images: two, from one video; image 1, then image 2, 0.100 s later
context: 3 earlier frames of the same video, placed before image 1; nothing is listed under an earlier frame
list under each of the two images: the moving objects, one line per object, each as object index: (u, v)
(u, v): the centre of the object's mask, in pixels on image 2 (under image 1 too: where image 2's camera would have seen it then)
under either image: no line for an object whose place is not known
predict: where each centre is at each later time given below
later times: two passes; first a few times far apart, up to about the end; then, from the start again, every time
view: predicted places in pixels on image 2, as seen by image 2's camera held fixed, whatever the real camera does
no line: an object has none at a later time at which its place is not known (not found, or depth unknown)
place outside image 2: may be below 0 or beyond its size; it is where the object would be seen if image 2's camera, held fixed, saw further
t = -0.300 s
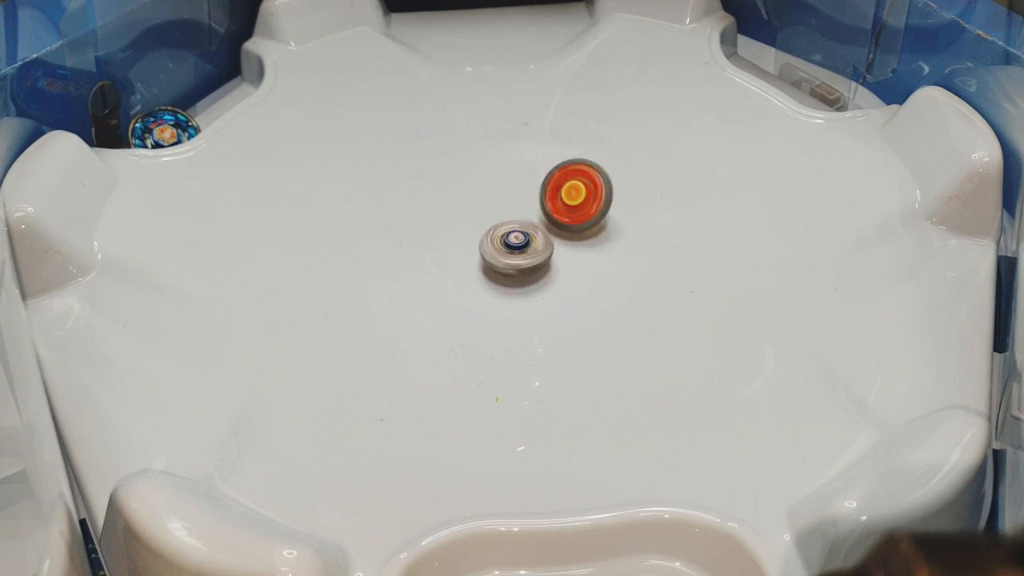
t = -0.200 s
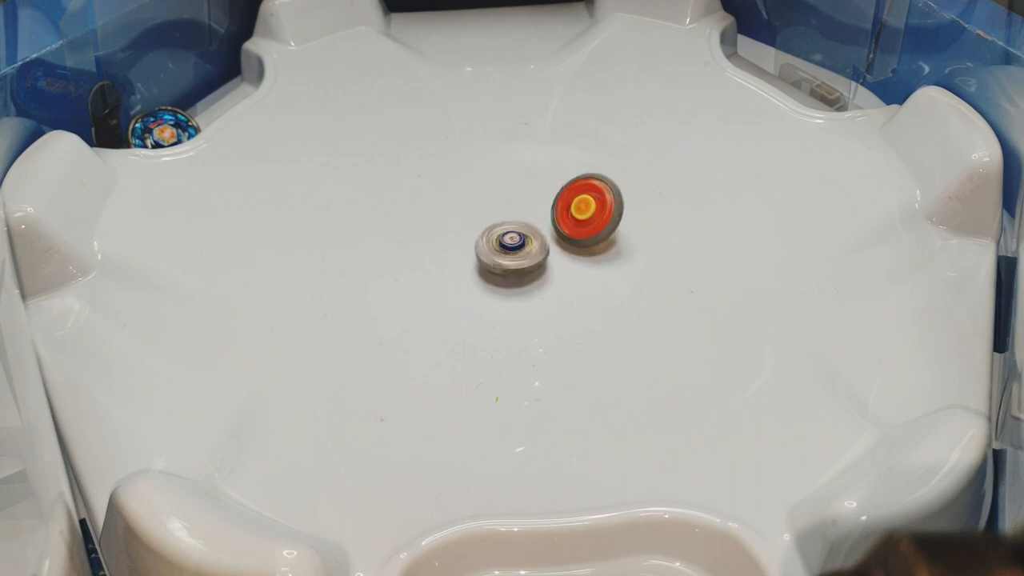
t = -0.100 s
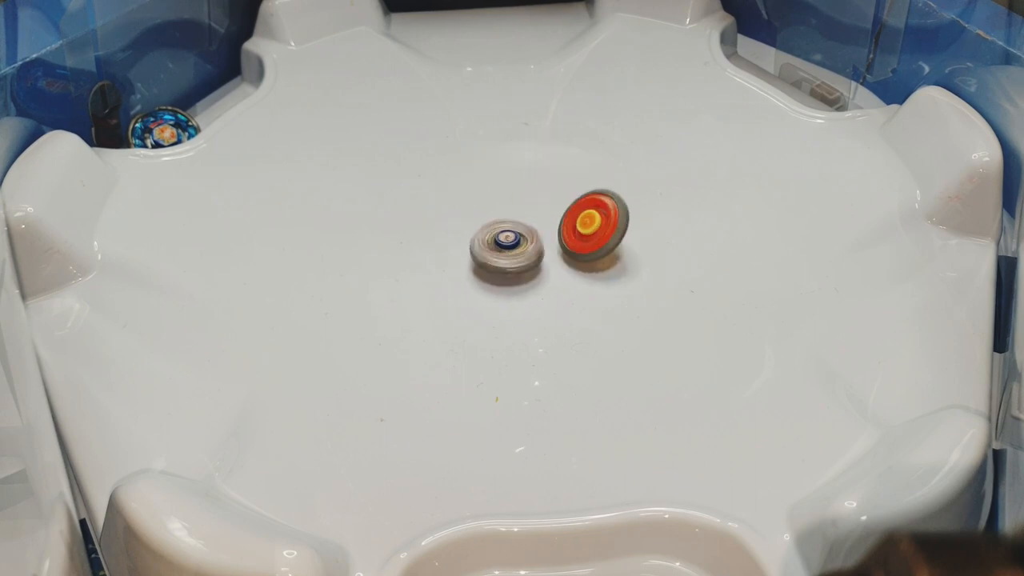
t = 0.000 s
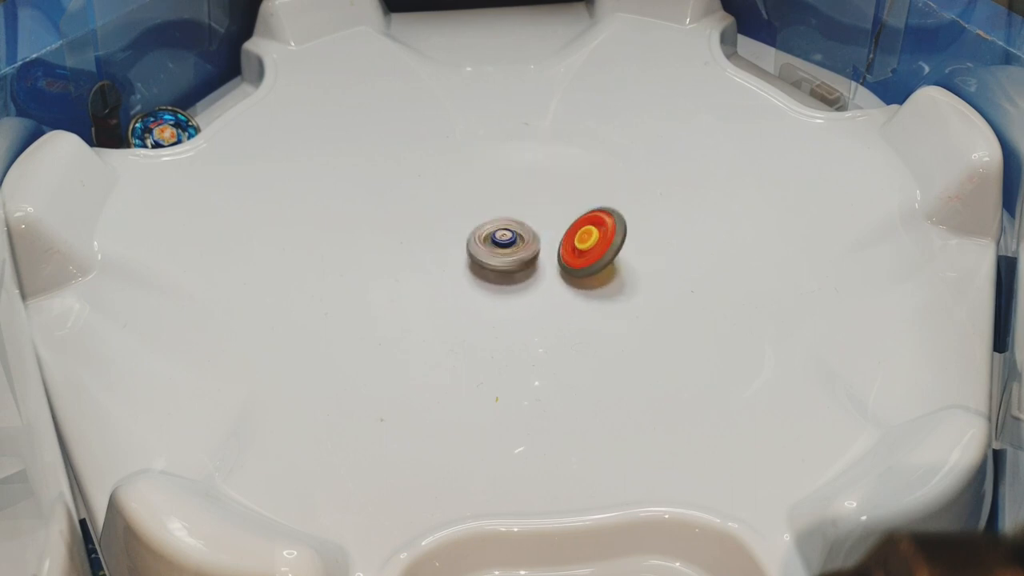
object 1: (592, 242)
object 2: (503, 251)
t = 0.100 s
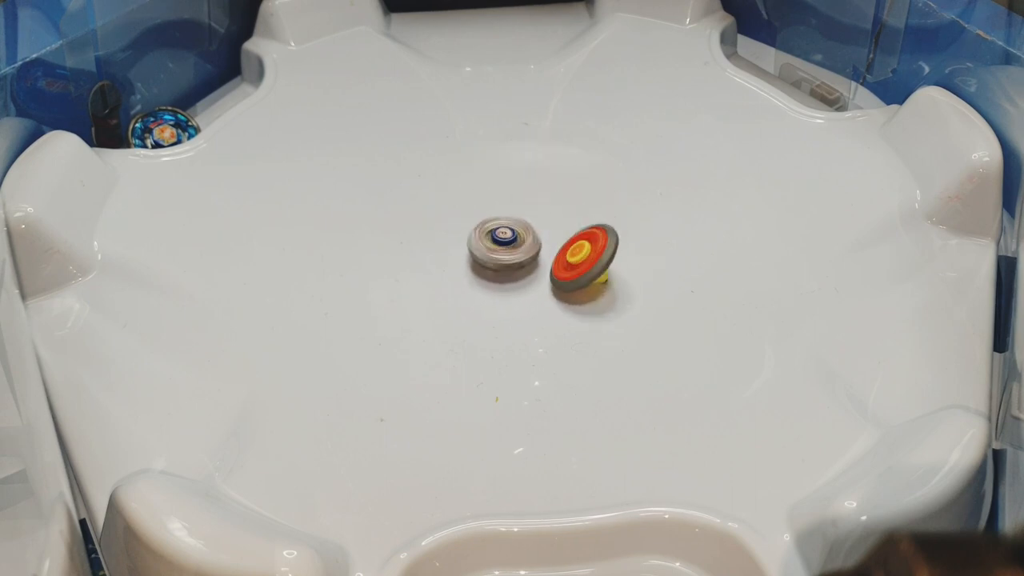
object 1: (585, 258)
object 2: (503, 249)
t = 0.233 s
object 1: (564, 278)
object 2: (510, 246)
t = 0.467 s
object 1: (509, 297)
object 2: (525, 243)
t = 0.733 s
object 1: (452, 274)
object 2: (524, 243)
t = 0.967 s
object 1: (435, 239)
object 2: (511, 247)
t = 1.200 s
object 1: (451, 203)
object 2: (526, 250)
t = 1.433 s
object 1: (495, 189)
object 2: (509, 256)
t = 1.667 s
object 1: (545, 179)
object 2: (485, 270)
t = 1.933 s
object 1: (580, 218)
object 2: (472, 273)
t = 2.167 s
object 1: (570, 254)
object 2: (500, 258)
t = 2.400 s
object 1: (561, 302)
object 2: (486, 222)
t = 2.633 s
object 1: (494, 298)
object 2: (528, 230)
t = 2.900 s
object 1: (443, 255)
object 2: (522, 266)
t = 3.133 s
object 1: (427, 208)
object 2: (541, 283)
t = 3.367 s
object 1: (477, 185)
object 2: (544, 279)
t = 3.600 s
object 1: (539, 188)
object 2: (532, 256)
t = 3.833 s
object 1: (602, 201)
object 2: (496, 256)
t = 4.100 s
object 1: (596, 251)
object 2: (479, 241)
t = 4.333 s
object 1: (527, 294)
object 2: (512, 238)
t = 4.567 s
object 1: (524, 280)
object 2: (523, 240)
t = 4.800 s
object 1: (552, 273)
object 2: (503, 228)
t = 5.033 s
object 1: (531, 285)
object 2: (519, 232)
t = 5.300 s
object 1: (482, 287)
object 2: (528, 237)
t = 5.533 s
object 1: (448, 281)
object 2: (549, 223)
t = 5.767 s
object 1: (481, 266)
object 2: (544, 241)
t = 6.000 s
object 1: (505, 276)
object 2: (519, 234)
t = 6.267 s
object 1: (532, 284)
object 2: (478, 246)
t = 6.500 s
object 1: (531, 284)
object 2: (484, 244)
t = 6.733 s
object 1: (528, 280)
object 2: (511, 236)
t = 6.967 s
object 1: (533, 278)
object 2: (553, 234)
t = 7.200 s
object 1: (504, 289)
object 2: (588, 230)
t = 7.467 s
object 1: (510, 273)
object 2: (565, 245)
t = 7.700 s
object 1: (491, 283)
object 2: (532, 232)
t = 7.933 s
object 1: (518, 275)
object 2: (487, 240)
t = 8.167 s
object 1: (562, 280)
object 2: (469, 259)
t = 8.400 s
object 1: (565, 280)
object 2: (492, 270)
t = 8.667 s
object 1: (561, 271)
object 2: (503, 241)
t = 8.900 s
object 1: (565, 256)
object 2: (493, 224)
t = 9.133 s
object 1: (579, 245)
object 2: (481, 230)
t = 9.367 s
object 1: (579, 245)
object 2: (495, 250)
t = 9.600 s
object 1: (582, 244)
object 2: (506, 252)
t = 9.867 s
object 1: (582, 239)
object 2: (509, 238)
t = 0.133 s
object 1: (580, 265)
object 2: (504, 248)
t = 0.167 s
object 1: (576, 269)
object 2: (506, 248)
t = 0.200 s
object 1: (569, 274)
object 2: (508, 247)
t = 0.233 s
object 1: (564, 278)
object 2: (510, 246)
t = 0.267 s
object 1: (552, 284)
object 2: (514, 246)
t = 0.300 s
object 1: (549, 285)
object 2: (515, 245)
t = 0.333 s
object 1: (543, 287)
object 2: (517, 245)
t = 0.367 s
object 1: (533, 289)
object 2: (520, 246)
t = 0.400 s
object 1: (527, 291)
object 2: (521, 247)
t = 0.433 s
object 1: (521, 294)
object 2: (524, 246)
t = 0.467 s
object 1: (509, 297)
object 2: (525, 243)
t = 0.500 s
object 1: (502, 297)
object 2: (526, 243)
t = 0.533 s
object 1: (491, 296)
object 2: (526, 242)
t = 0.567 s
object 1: (484, 294)
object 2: (527, 241)
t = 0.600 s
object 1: (477, 291)
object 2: (527, 240)
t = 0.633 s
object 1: (469, 287)
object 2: (527, 241)
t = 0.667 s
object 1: (463, 284)
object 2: (526, 241)
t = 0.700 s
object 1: (456, 278)
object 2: (525, 242)
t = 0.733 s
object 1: (452, 274)
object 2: (524, 243)
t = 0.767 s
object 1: (448, 270)
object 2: (522, 244)
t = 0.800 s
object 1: (443, 265)
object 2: (520, 246)
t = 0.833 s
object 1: (440, 260)
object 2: (519, 247)
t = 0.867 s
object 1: (438, 254)
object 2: (516, 247)
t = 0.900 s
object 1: (437, 249)
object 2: (515, 248)
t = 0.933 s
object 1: (436, 245)
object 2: (513, 248)
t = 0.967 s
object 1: (435, 239)
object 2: (511, 247)
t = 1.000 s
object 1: (435, 234)
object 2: (509, 247)
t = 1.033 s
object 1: (434, 227)
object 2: (513, 247)
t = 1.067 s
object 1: (435, 222)
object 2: (516, 246)
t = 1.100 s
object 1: (441, 214)
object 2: (522, 247)
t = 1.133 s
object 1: (442, 212)
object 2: (523, 247)
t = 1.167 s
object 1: (446, 208)
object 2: (524, 248)
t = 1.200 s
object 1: (451, 203)
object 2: (526, 250)
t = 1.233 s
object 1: (455, 200)
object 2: (527, 251)
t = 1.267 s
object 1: (459, 198)
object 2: (526, 253)
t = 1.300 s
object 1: (467, 195)
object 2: (523, 255)
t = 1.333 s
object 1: (473, 193)
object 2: (520, 256)
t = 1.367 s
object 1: (483, 192)
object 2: (516, 257)
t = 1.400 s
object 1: (489, 190)
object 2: (512, 256)
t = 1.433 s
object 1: (495, 189)
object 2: (509, 256)
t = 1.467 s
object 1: (504, 189)
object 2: (505, 254)
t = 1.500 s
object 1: (511, 188)
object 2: (503, 253)
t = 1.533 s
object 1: (521, 189)
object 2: (500, 250)
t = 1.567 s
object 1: (527, 190)
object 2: (499, 248)
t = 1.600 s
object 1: (532, 181)
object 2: (493, 258)
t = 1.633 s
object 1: (540, 178)
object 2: (488, 267)
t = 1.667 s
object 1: (545, 179)
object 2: (485, 270)
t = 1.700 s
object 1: (553, 182)
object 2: (480, 274)
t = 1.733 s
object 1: (559, 184)
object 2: (477, 275)
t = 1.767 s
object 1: (563, 188)
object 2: (474, 276)
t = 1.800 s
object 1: (569, 194)
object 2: (472, 277)
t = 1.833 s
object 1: (572, 198)
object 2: (471, 277)
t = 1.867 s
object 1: (576, 204)
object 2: (470, 276)
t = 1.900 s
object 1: (578, 208)
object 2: (469, 275)
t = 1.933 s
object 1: (580, 218)
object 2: (472, 273)
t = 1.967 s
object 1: (580, 223)
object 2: (474, 271)
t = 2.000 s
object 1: (579, 229)
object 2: (477, 268)
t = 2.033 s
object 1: (578, 233)
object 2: (481, 266)
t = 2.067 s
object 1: (577, 238)
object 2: (484, 264)
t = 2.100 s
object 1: (576, 243)
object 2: (488, 262)
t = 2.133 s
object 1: (573, 250)
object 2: (495, 260)
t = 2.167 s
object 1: (570, 254)
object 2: (500, 258)
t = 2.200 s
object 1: (581, 263)
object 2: (489, 249)
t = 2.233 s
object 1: (592, 275)
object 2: (480, 243)
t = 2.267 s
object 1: (592, 282)
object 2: (476, 238)
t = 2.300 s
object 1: (585, 290)
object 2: (475, 232)
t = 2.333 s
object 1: (579, 294)
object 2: (477, 228)
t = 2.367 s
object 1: (568, 300)
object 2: (482, 224)
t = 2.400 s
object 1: (561, 302)
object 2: (486, 222)
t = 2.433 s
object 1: (553, 304)
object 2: (490, 220)
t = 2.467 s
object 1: (541, 305)
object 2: (498, 220)
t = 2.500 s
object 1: (532, 305)
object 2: (503, 220)
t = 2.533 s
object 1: (520, 304)
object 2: (512, 221)
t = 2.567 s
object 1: (513, 303)
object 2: (517, 223)
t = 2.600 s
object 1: (505, 301)
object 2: (522, 226)
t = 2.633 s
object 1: (494, 298)
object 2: (528, 230)
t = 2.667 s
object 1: (487, 295)
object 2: (531, 234)
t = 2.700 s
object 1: (477, 290)
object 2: (534, 240)
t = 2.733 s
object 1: (471, 286)
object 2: (535, 244)
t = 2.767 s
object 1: (459, 277)
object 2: (534, 253)
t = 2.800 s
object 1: (457, 274)
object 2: (533, 255)
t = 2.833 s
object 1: (452, 269)
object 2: (530, 258)
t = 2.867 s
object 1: (447, 261)
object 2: (526, 264)
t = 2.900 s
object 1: (443, 255)
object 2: (522, 266)
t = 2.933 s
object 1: (441, 250)
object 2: (518, 268)
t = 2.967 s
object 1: (439, 242)
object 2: (511, 270)
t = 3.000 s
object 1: (433, 232)
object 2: (515, 273)
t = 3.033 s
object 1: (420, 222)
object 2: (528, 278)
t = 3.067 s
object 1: (418, 217)
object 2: (534, 280)
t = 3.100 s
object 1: (421, 213)
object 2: (537, 281)
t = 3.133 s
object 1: (427, 208)
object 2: (541, 283)
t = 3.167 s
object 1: (431, 204)
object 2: (543, 284)
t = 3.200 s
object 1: (439, 200)
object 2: (544, 285)
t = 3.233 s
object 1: (445, 197)
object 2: (545, 284)
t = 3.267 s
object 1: (451, 194)
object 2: (545, 284)
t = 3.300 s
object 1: (460, 190)
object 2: (545, 283)
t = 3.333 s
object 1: (467, 188)
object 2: (545, 281)
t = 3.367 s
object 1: (477, 185)
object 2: (544, 279)
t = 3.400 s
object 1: (485, 184)
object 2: (544, 277)
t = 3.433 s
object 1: (492, 183)
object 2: (543, 274)
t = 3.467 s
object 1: (503, 183)
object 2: (541, 271)
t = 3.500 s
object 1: (510, 183)
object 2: (539, 268)
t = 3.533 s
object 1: (521, 184)
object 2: (536, 264)
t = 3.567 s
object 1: (529, 186)
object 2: (535, 261)
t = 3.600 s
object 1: (539, 188)
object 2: (532, 256)
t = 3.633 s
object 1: (545, 189)
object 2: (531, 253)
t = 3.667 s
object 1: (552, 191)
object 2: (530, 250)
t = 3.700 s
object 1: (566, 190)
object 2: (522, 251)
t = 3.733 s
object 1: (578, 189)
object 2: (514, 254)
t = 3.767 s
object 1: (589, 191)
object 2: (507, 257)
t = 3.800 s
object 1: (598, 197)
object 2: (500, 257)
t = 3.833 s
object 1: (602, 201)
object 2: (496, 256)
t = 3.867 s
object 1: (606, 208)
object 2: (491, 255)
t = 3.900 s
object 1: (607, 213)
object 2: (488, 254)
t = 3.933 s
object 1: (607, 218)
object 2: (485, 253)
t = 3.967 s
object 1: (607, 226)
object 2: (482, 250)
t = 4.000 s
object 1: (605, 232)
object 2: (480, 248)
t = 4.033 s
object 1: (603, 240)
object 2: (479, 245)
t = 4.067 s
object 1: (600, 246)
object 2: (479, 243)
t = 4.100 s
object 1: (596, 251)
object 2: (479, 241)
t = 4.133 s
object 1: (589, 260)
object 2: (482, 238)
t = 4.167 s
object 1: (582, 267)
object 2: (486, 237)
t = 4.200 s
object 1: (571, 274)
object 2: (492, 236)
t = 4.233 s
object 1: (561, 282)
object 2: (497, 237)
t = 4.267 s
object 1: (546, 284)
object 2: (504, 237)
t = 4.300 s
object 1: (535, 294)
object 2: (509, 238)
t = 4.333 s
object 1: (527, 294)
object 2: (512, 238)
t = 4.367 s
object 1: (513, 301)
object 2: (518, 239)
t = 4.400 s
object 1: (507, 307)
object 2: (521, 242)
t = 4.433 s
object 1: (503, 306)
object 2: (526, 245)
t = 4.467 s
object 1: (503, 307)
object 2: (528, 247)
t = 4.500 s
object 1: (506, 302)
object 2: (529, 247)
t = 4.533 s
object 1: (515, 291)
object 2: (530, 245)
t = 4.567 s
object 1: (524, 280)
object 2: (523, 240)
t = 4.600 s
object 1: (545, 281)
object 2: (506, 246)
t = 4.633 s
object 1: (551, 271)
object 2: (500, 242)
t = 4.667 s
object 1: (557, 277)
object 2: (500, 239)
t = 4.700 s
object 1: (557, 272)
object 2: (499, 234)
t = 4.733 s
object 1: (554, 274)
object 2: (500, 232)
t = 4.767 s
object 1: (553, 272)
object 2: (501, 229)
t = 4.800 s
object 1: (552, 273)
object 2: (503, 228)
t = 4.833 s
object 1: (551, 273)
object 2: (505, 227)
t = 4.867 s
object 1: (549, 275)
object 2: (507, 226)
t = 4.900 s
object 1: (547, 278)
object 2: (508, 226)
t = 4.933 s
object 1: (543, 280)
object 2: (512, 225)
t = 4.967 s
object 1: (541, 282)
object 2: (514, 226)
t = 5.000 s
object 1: (537, 284)
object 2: (517, 228)
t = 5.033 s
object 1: (531, 285)
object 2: (519, 232)
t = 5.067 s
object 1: (527, 285)
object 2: (520, 234)
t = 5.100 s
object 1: (520, 285)
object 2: (520, 236)
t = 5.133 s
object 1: (516, 285)
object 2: (521, 238)
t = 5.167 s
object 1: (512, 283)
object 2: (520, 239)
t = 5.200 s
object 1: (501, 289)
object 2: (523, 240)
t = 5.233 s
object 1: (493, 292)
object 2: (524, 239)
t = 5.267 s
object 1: (485, 289)
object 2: (526, 237)
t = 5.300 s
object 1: (482, 287)
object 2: (528, 237)
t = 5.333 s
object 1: (479, 280)
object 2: (530, 238)
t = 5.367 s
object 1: (478, 279)
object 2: (530, 238)
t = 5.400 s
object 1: (478, 276)
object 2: (530, 240)
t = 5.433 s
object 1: (478, 270)
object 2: (528, 241)
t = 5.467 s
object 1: (467, 275)
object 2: (534, 236)
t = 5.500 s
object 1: (456, 278)
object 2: (542, 228)
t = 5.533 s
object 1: (448, 281)
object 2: (549, 223)
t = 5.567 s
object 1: (448, 279)
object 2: (552, 223)
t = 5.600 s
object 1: (453, 276)
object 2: (552, 224)
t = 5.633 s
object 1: (456, 274)
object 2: (553, 226)
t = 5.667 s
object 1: (461, 272)
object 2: (552, 229)
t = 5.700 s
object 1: (468, 270)
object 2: (550, 234)
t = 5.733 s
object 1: (473, 268)
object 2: (548, 238)
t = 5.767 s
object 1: (481, 266)
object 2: (544, 241)
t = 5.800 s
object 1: (486, 266)
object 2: (543, 242)
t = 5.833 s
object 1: (488, 265)
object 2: (542, 240)
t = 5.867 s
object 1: (487, 268)
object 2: (539, 240)
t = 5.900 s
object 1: (490, 270)
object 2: (537, 240)
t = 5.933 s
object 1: (496, 271)
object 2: (534, 240)
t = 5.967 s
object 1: (501, 272)
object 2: (528, 238)
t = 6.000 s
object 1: (505, 276)
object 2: (519, 234)
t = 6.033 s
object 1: (511, 279)
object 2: (507, 234)
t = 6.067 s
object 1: (515, 280)
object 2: (499, 237)
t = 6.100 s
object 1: (520, 281)
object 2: (493, 240)
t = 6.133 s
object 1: (523, 282)
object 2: (489, 242)
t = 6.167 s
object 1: (528, 283)
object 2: (484, 245)
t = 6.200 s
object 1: (530, 283)
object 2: (481, 246)
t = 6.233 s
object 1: (531, 283)
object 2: (481, 246)
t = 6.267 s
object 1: (532, 284)
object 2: (478, 246)
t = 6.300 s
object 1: (533, 284)
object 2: (477, 248)
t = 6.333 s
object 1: (534, 285)
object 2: (476, 248)
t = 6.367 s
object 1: (534, 286)
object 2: (476, 248)
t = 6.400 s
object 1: (533, 286)
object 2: (477, 248)
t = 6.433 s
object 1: (532, 285)
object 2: (480, 246)
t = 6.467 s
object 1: (532, 284)
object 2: (482, 245)
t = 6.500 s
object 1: (531, 284)
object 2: (484, 244)
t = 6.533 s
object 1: (530, 282)
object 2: (489, 243)
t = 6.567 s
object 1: (529, 280)
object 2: (492, 241)
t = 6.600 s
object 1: (528, 277)
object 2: (497, 239)
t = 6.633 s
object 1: (529, 280)
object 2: (500, 239)
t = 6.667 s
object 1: (528, 282)
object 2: (504, 237)
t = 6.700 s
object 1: (527, 281)
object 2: (507, 236)
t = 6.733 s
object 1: (528, 280)
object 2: (511, 236)
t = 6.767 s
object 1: (529, 278)
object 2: (519, 235)
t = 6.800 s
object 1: (529, 278)
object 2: (525, 234)
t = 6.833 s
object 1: (529, 277)
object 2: (529, 234)
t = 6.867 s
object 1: (531, 280)
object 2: (536, 233)
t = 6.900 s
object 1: (531, 280)
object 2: (541, 233)
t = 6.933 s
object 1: (533, 279)
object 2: (548, 234)
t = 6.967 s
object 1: (533, 278)
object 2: (553, 234)
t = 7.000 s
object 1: (535, 277)
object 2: (558, 236)
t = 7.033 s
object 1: (535, 276)
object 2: (564, 237)
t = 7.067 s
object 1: (527, 282)
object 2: (570, 236)
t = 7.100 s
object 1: (513, 290)
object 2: (578, 231)
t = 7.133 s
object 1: (507, 291)
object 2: (582, 230)
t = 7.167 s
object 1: (504, 291)
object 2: (585, 229)
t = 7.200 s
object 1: (504, 289)
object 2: (588, 230)
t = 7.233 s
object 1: (504, 287)
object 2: (591, 231)
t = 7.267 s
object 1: (505, 284)
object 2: (589, 233)
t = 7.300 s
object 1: (505, 283)
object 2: (589, 234)
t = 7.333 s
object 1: (506, 282)
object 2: (586, 237)
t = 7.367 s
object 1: (507, 279)
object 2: (581, 240)
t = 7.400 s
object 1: (507, 278)
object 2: (576, 243)
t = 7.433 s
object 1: (509, 275)
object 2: (570, 244)
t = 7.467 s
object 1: (510, 273)
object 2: (565, 245)
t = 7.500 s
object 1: (507, 274)
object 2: (562, 242)
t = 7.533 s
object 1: (493, 285)
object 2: (560, 235)
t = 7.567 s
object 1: (486, 287)
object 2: (556, 232)
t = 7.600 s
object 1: (481, 287)
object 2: (548, 230)
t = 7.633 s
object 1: (483, 285)
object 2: (544, 231)
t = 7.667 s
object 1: (486, 284)
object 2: (538, 231)
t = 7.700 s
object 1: (491, 283)
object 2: (532, 232)
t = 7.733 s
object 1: (494, 282)
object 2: (528, 232)
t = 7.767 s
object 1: (498, 281)
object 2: (521, 232)
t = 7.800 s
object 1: (502, 280)
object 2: (517, 231)
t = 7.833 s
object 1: (505, 279)
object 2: (511, 231)
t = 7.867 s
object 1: (510, 277)
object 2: (503, 232)
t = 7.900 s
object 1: (513, 277)
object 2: (497, 234)
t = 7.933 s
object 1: (518, 275)
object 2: (487, 240)
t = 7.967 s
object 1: (522, 276)
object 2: (483, 243)
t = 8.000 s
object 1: (526, 275)
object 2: (479, 248)
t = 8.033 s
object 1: (532, 274)
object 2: (475, 254)
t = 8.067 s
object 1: (543, 279)
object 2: (473, 255)
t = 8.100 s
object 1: (555, 281)
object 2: (469, 255)
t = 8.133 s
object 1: (559, 280)
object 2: (468, 256)
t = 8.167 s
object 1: (562, 280)
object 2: (469, 259)
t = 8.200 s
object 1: (564, 280)
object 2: (468, 262)
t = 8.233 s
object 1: (566, 280)
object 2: (469, 264)
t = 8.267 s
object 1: (567, 280)
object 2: (475, 267)
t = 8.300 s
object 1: (567, 280)
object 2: (477, 268)
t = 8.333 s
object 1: (567, 280)
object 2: (479, 270)
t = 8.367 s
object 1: (567, 280)
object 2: (488, 270)
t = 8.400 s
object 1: (565, 280)
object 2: (492, 270)
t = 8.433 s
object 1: (567, 280)
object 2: (493, 267)
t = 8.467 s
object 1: (567, 281)
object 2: (495, 263)
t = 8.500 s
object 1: (565, 280)
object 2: (497, 260)
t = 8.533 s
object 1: (564, 279)
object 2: (500, 256)
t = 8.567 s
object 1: (563, 277)
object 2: (501, 253)
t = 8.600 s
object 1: (562, 275)
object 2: (502, 248)
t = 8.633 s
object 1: (562, 273)
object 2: (503, 245)
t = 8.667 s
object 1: (561, 271)
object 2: (503, 241)
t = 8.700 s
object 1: (561, 269)
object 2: (503, 238)
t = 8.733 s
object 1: (561, 266)
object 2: (502, 235)
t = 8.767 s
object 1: (562, 264)
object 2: (501, 231)
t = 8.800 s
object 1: (562, 262)
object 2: (500, 230)
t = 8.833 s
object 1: (563, 260)
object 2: (498, 227)
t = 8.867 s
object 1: (564, 257)
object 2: (496, 225)
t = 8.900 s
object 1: (565, 256)
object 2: (493, 224)
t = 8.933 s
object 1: (568, 253)
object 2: (491, 222)
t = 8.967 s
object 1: (569, 251)
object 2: (489, 222)
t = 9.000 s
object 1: (571, 250)
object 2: (485, 222)
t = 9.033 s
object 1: (574, 248)
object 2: (483, 224)
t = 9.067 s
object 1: (575, 247)
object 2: (482, 225)
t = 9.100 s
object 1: (578, 246)
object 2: (480, 228)
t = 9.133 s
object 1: (579, 245)
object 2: (481, 230)
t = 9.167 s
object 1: (580, 245)
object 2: (480, 232)
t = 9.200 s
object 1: (582, 244)
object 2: (483, 236)
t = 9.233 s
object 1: (582, 244)
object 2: (485, 239)
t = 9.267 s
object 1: (582, 244)
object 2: (486, 242)
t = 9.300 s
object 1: (581, 244)
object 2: (490, 245)
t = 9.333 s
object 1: (581, 245)
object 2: (492, 247)
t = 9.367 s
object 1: (579, 245)
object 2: (495, 250)
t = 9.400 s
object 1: (578, 246)
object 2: (500, 252)
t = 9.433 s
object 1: (582, 246)
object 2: (499, 253)
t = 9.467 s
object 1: (585, 246)
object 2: (497, 253)
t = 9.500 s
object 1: (582, 245)
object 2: (501, 253)
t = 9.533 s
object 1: (581, 244)
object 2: (505, 254)
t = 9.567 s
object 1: (583, 244)
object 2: (506, 254)
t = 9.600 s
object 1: (582, 244)
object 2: (506, 252)
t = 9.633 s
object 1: (581, 243)
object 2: (506, 251)
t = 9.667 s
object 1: (579, 242)
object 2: (507, 250)
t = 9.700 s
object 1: (582, 243)
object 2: (506, 247)
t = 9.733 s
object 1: (582, 243)
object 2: (505, 244)
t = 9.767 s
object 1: (582, 242)
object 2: (506, 243)
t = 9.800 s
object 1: (582, 241)
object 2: (506, 241)
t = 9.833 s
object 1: (582, 240)
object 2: (508, 240)
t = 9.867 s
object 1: (582, 239)
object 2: (509, 238)
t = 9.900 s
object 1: (582, 240)
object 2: (509, 236)
